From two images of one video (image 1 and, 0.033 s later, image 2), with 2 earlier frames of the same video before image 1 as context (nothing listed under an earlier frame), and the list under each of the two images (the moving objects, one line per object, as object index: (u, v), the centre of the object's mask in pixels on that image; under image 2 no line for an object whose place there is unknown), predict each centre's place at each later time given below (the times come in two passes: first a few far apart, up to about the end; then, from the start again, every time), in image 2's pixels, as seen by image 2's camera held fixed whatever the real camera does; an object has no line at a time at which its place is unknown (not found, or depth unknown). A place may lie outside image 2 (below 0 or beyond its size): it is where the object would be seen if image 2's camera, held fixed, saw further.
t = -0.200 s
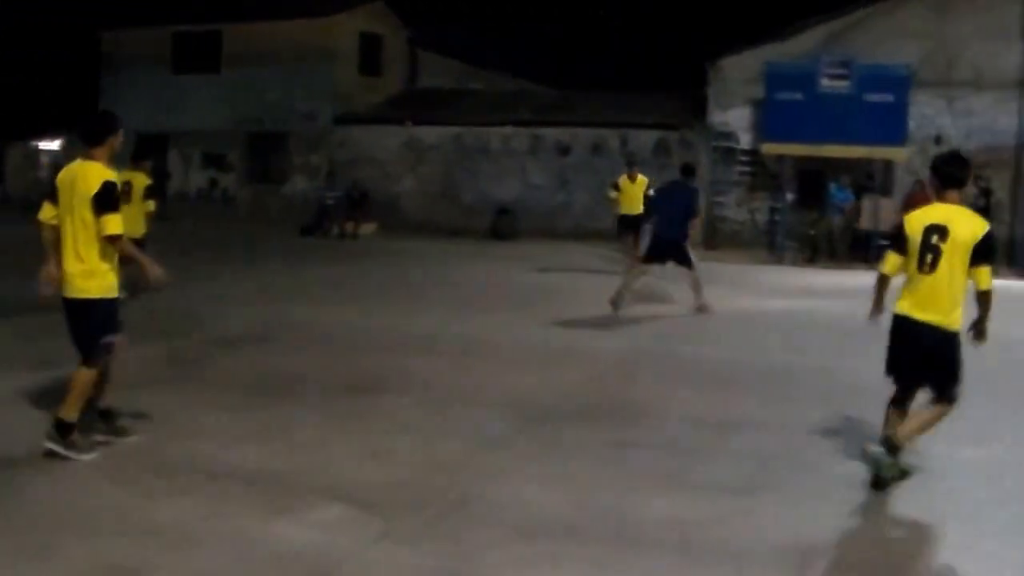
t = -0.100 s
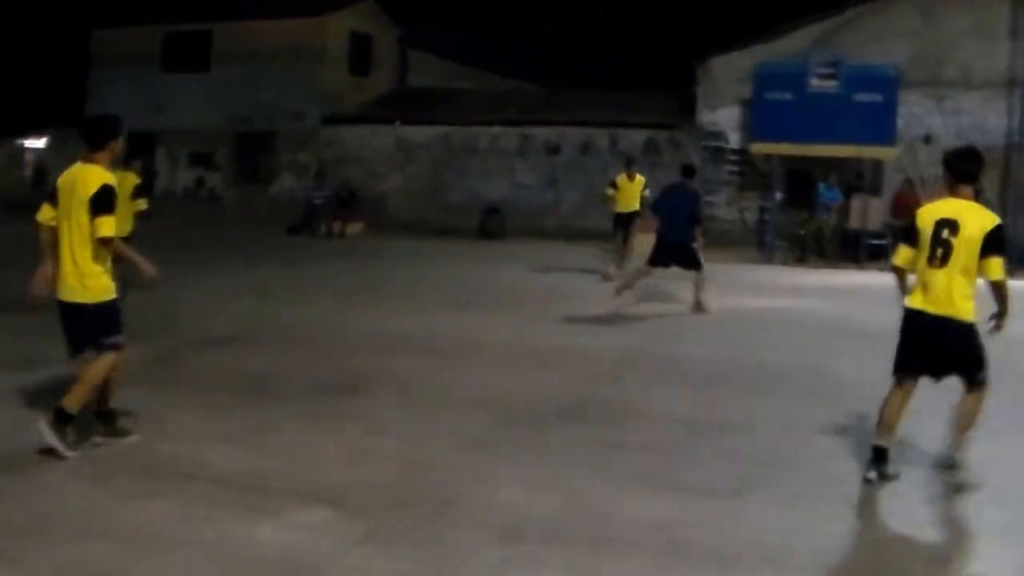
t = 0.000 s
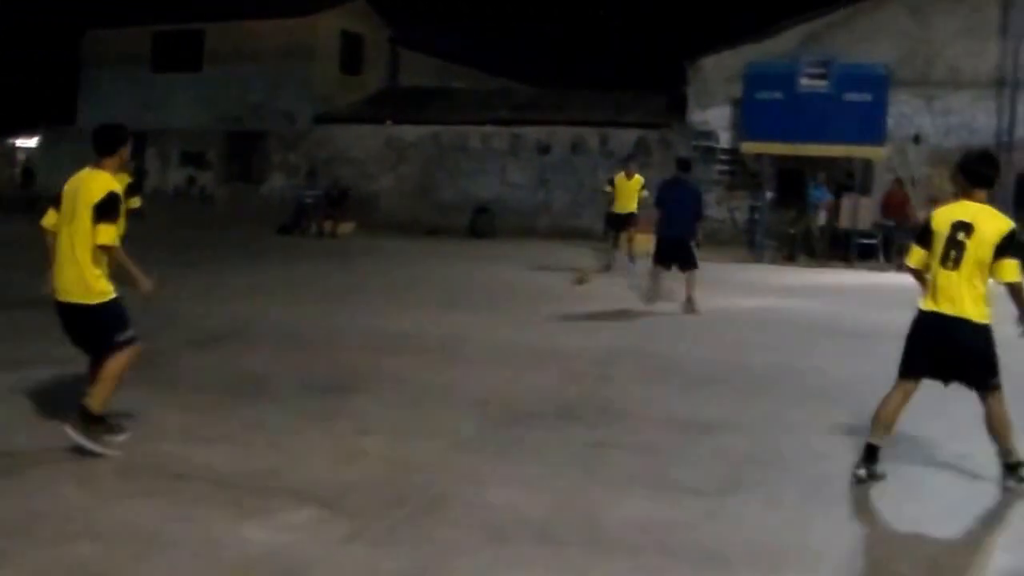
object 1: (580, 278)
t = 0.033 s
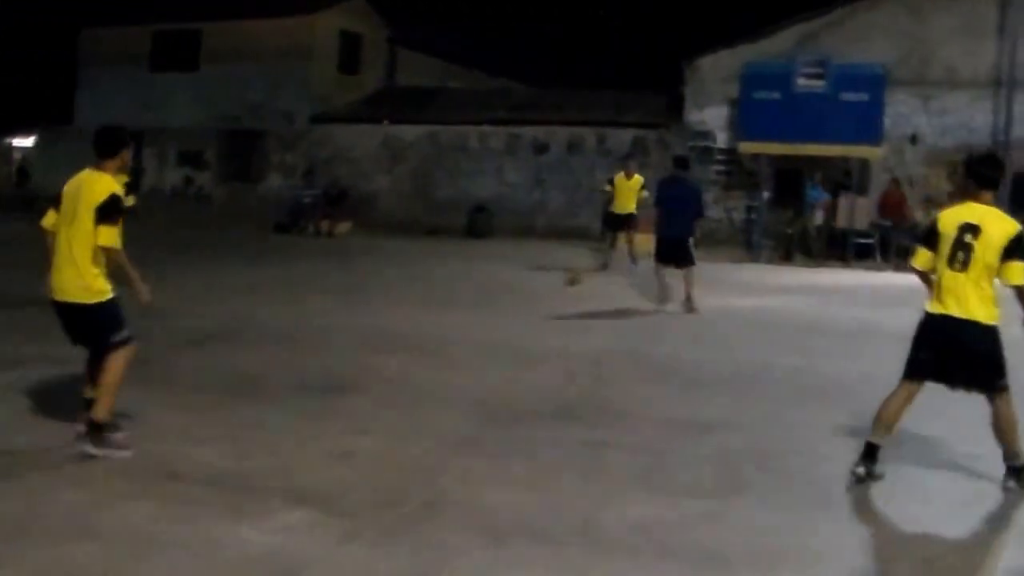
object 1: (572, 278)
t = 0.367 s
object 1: (521, 292)
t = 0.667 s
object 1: (472, 303)
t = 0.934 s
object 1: (422, 316)
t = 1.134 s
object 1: (378, 324)
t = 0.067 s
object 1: (568, 280)
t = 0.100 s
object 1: (561, 281)
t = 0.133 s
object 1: (557, 281)
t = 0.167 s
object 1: (551, 282)
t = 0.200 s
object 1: (548, 282)
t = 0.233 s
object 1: (540, 287)
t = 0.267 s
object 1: (534, 288)
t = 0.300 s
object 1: (528, 289)
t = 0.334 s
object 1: (526, 288)
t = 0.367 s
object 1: (521, 292)
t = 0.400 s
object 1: (516, 292)
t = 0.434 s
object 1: (511, 293)
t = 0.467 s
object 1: (506, 293)
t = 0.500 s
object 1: (499, 297)
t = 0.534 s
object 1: (496, 296)
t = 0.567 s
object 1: (488, 299)
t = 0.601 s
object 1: (481, 302)
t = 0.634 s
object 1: (476, 301)
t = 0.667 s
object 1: (472, 303)
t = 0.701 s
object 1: (466, 303)
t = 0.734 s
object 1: (460, 307)
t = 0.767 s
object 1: (453, 308)
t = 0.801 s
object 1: (448, 309)
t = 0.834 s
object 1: (442, 310)
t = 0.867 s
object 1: (434, 313)
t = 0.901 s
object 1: (427, 315)
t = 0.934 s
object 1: (422, 316)
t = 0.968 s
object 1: (416, 316)
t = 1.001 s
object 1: (409, 316)
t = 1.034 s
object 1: (399, 320)
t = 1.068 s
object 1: (391, 322)
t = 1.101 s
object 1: (386, 323)
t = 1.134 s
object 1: (378, 324)
